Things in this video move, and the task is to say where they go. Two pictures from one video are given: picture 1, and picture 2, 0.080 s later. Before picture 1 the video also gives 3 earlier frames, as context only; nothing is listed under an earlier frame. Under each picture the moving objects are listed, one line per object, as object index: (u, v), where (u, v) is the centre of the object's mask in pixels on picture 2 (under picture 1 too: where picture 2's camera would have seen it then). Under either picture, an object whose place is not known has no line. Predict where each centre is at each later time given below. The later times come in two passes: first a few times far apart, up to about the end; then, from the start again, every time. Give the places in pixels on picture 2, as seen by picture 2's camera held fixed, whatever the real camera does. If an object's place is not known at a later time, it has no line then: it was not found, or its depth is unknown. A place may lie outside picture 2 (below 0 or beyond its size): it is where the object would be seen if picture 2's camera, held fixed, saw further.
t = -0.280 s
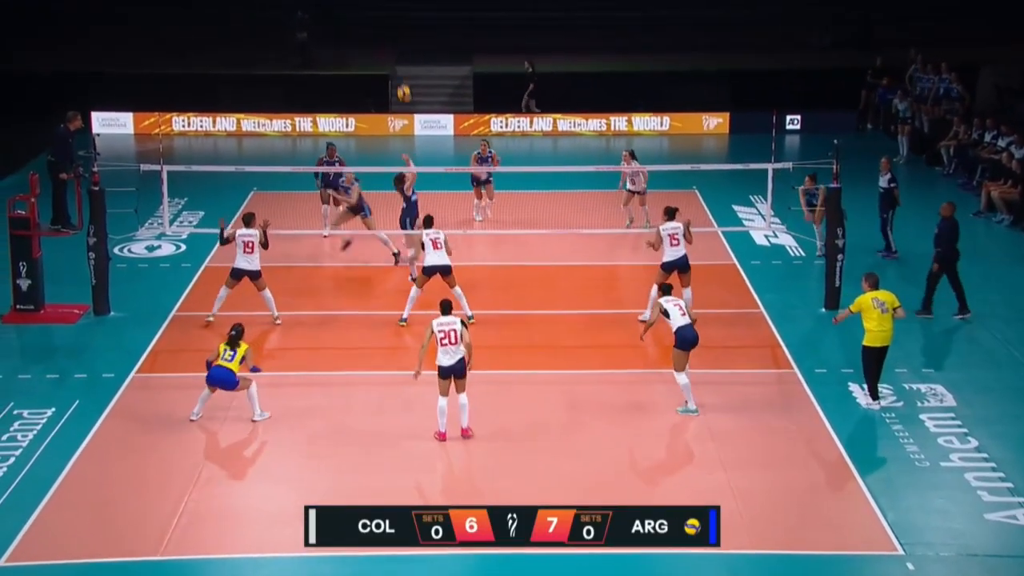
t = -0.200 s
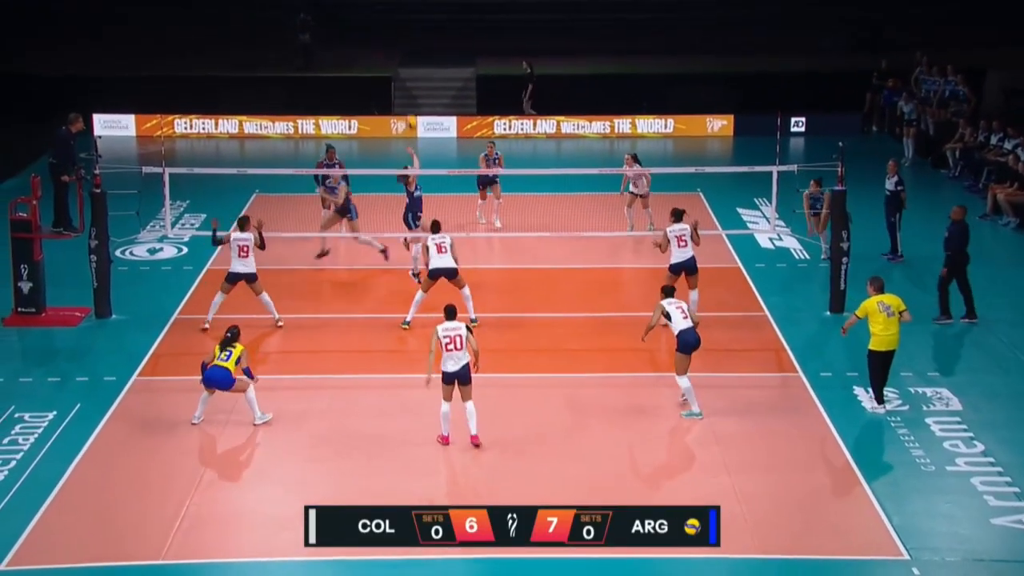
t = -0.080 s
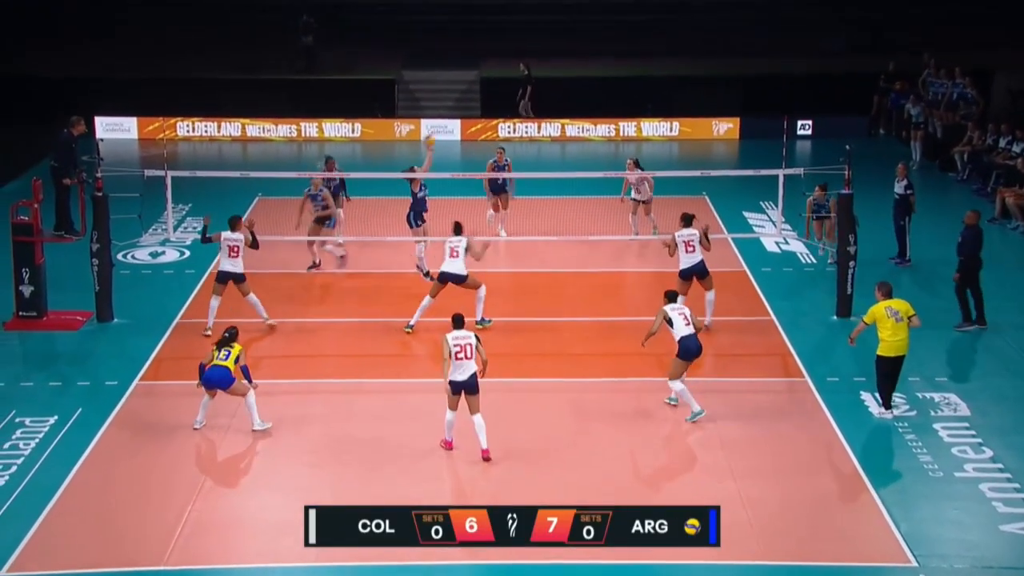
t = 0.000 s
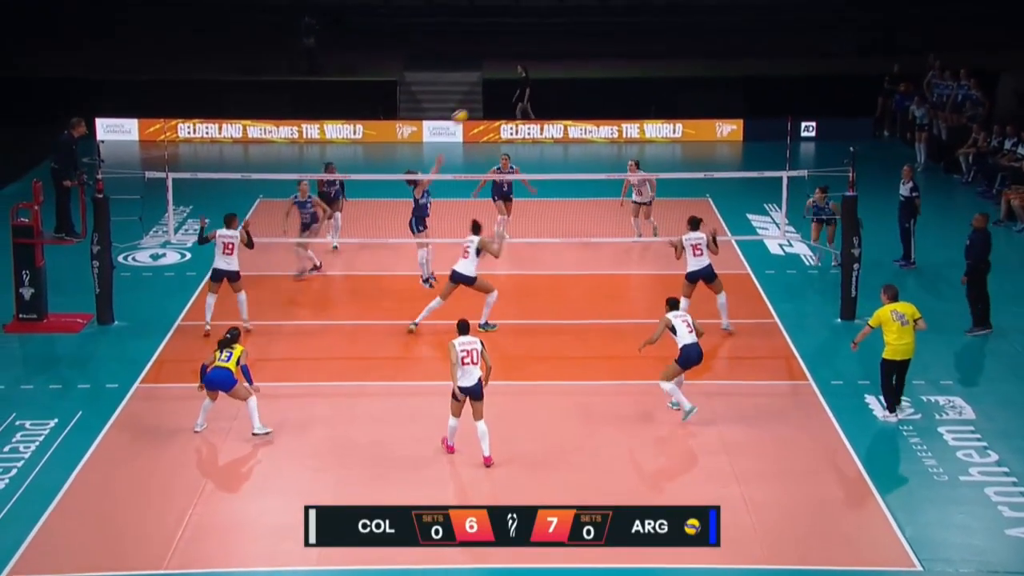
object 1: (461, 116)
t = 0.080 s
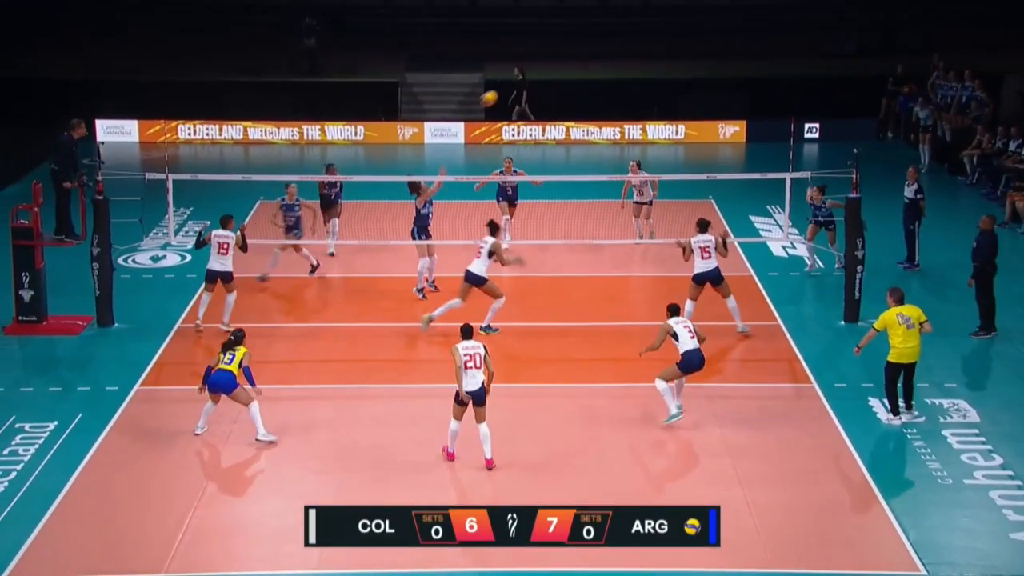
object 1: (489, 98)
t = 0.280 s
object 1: (559, 66)
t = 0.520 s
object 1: (640, 60)
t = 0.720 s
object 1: (703, 84)
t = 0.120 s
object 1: (503, 90)
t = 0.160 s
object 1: (517, 83)
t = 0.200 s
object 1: (531, 76)
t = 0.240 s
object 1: (545, 70)
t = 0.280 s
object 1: (559, 66)
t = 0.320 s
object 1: (573, 62)
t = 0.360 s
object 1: (586, 60)
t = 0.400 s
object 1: (600, 59)
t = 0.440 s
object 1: (614, 58)
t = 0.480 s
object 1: (627, 59)
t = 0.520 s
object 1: (640, 60)
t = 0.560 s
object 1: (653, 62)
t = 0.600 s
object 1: (665, 66)
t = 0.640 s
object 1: (678, 71)
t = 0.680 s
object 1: (691, 77)
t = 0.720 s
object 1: (703, 84)
